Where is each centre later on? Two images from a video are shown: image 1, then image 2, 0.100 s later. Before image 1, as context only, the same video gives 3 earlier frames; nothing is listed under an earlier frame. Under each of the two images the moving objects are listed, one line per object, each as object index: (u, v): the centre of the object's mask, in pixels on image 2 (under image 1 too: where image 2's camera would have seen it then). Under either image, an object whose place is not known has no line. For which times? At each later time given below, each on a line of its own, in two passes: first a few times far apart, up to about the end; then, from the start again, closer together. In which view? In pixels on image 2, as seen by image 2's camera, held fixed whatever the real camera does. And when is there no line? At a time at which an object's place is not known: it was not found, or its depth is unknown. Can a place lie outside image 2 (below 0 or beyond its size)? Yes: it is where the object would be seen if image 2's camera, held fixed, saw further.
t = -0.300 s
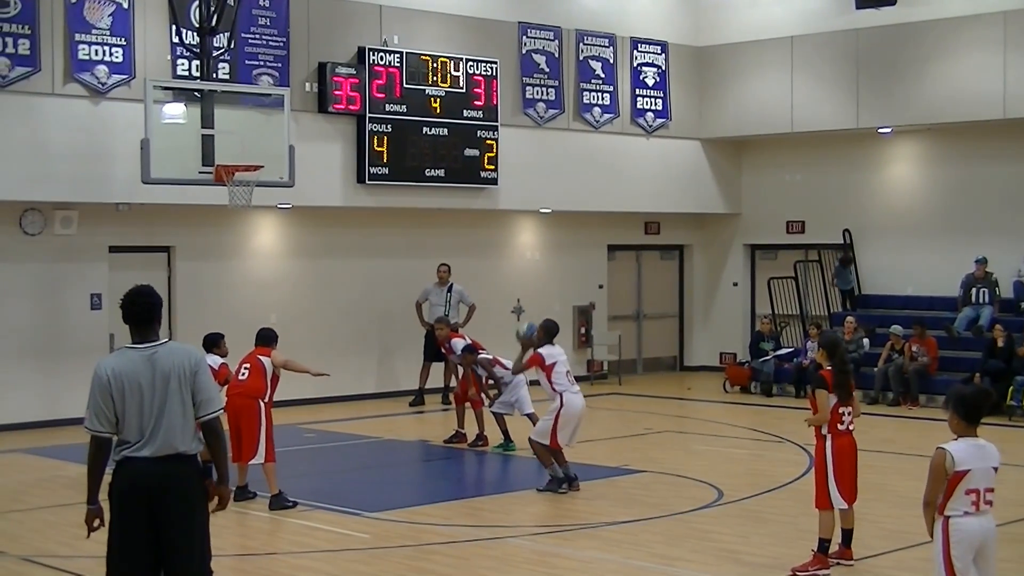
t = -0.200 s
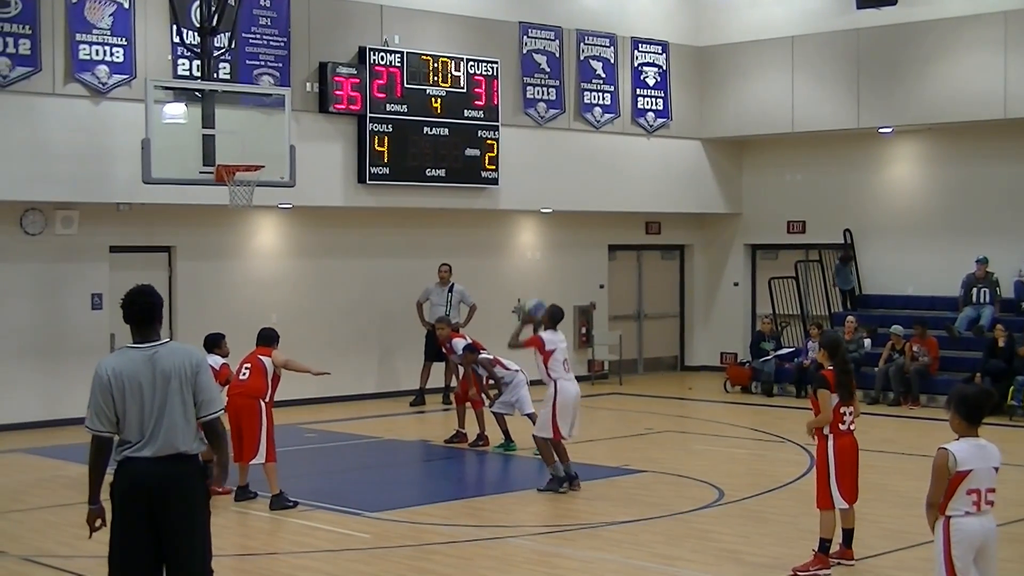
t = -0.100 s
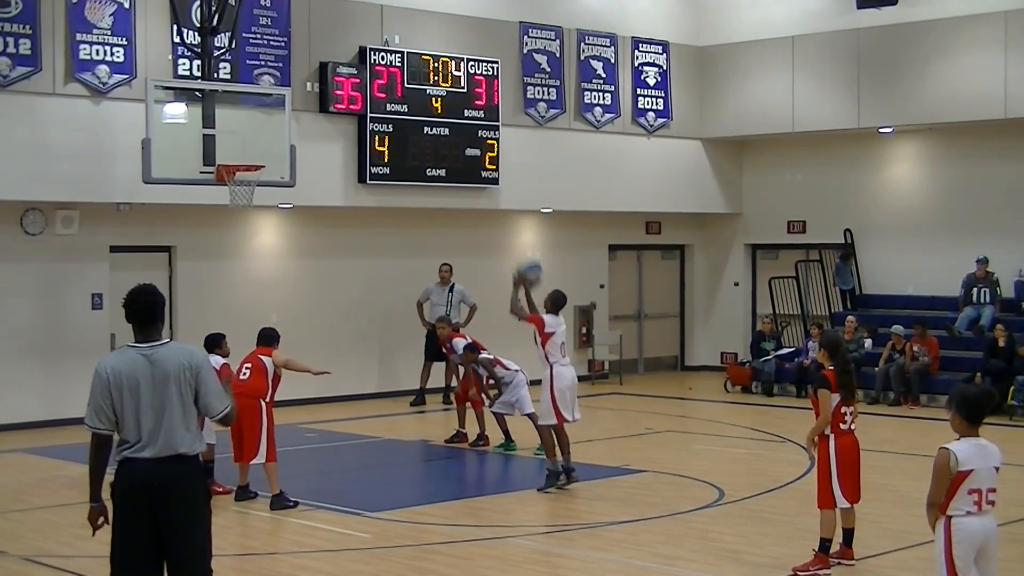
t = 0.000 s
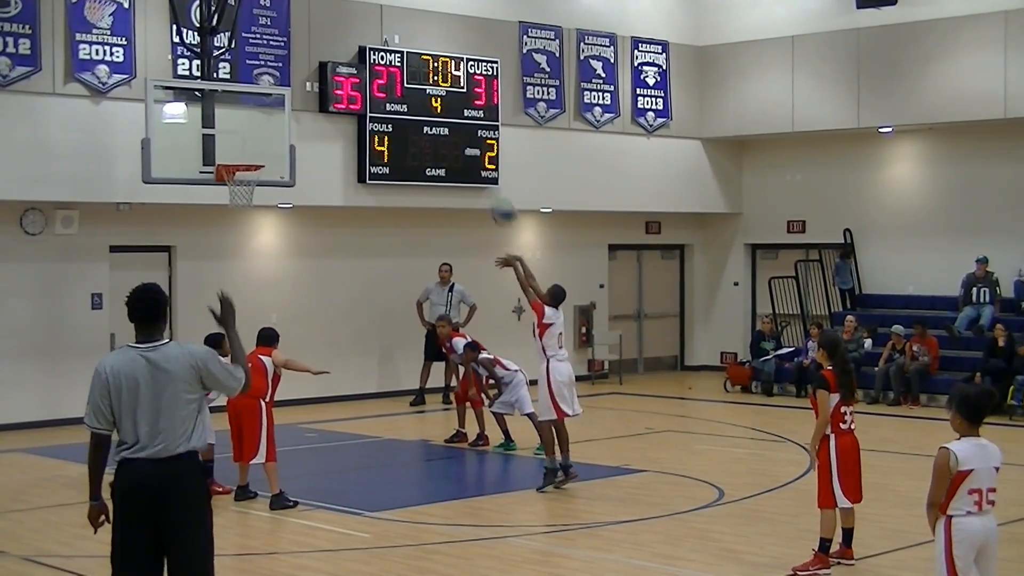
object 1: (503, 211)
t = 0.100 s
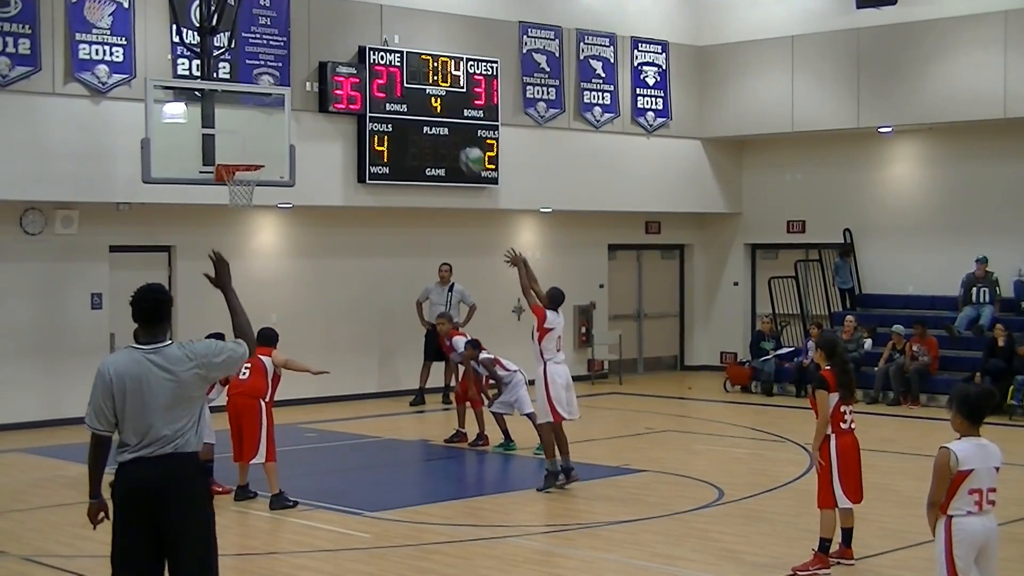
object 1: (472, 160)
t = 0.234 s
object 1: (434, 112)
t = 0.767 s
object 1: (300, 101)
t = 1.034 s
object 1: (265, 140)
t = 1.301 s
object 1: (279, 133)
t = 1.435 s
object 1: (286, 153)
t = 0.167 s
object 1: (454, 134)
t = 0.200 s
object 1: (444, 122)
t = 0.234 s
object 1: (434, 112)
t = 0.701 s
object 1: (316, 88)
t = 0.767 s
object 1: (300, 101)
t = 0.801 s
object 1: (293, 110)
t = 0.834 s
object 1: (285, 120)
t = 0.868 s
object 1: (278, 129)
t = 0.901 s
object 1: (270, 140)
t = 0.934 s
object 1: (264, 152)
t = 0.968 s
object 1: (263, 152)
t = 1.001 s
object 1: (264, 145)
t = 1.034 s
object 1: (265, 140)
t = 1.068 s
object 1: (267, 135)
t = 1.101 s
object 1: (269, 132)
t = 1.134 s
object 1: (271, 129)
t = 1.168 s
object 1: (272, 128)
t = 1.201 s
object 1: (274, 128)
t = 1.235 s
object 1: (275, 128)
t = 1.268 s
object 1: (277, 129)
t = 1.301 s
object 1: (279, 133)
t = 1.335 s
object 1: (281, 136)
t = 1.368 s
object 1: (282, 141)
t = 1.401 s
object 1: (284, 146)
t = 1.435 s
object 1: (286, 153)
